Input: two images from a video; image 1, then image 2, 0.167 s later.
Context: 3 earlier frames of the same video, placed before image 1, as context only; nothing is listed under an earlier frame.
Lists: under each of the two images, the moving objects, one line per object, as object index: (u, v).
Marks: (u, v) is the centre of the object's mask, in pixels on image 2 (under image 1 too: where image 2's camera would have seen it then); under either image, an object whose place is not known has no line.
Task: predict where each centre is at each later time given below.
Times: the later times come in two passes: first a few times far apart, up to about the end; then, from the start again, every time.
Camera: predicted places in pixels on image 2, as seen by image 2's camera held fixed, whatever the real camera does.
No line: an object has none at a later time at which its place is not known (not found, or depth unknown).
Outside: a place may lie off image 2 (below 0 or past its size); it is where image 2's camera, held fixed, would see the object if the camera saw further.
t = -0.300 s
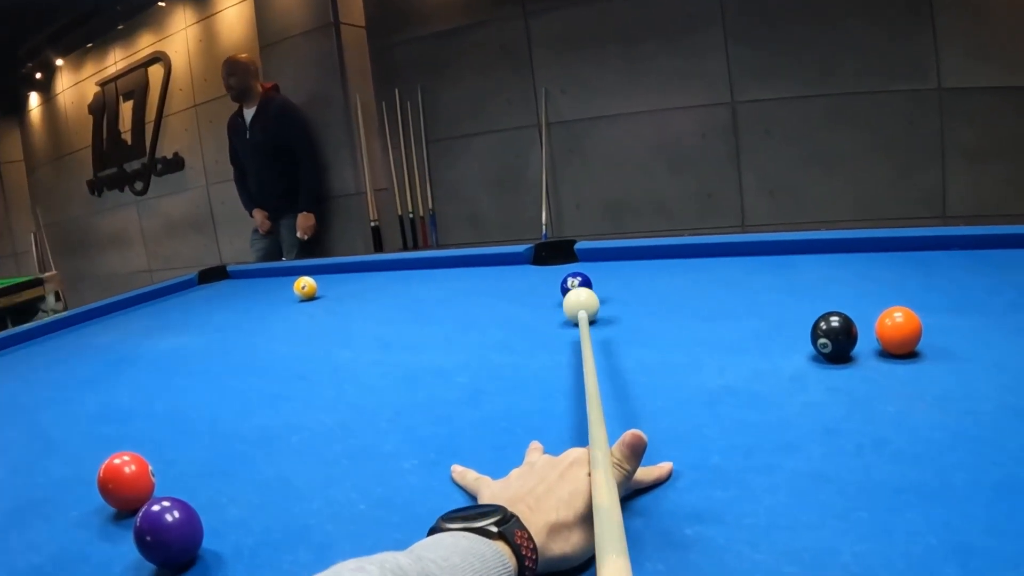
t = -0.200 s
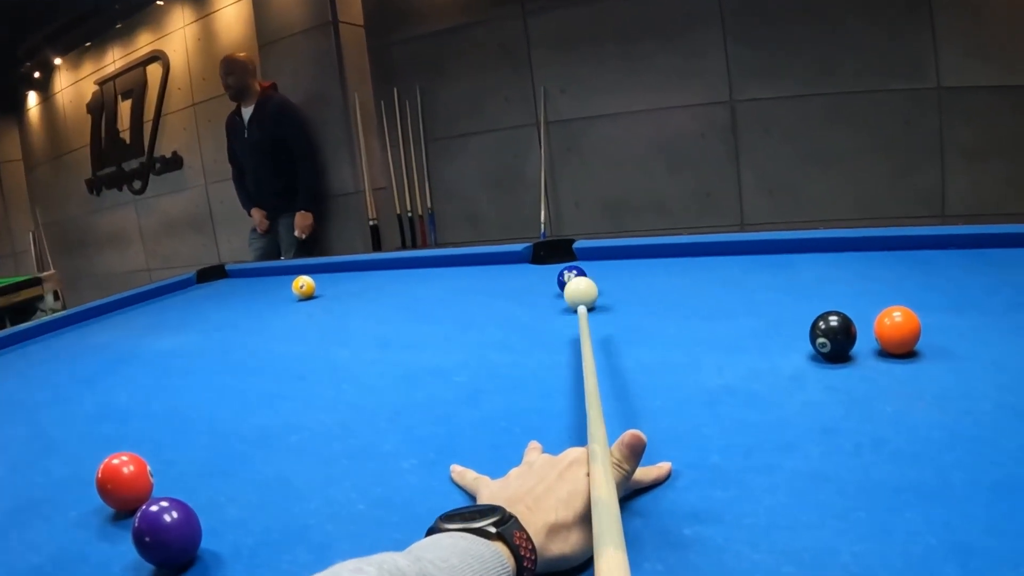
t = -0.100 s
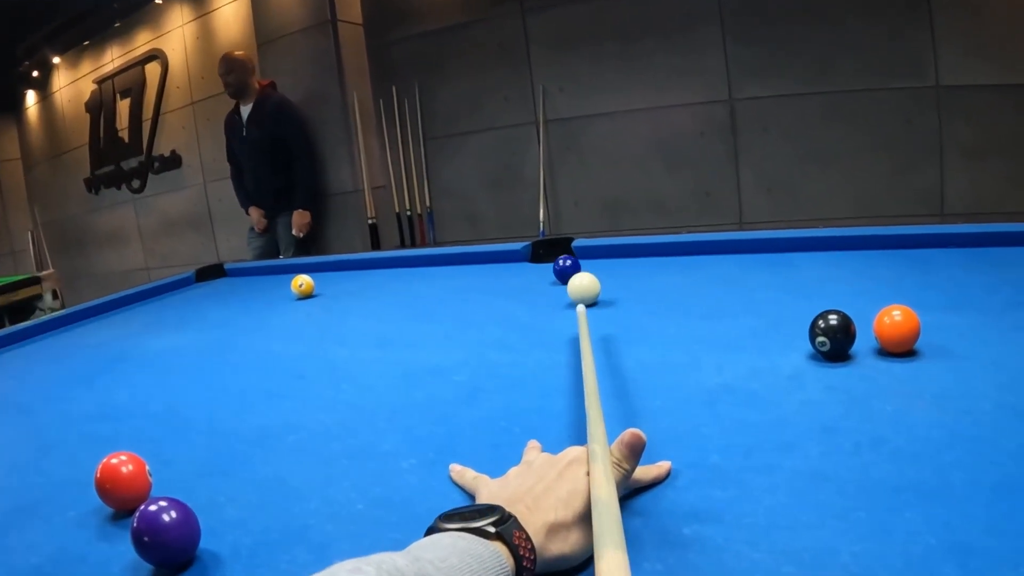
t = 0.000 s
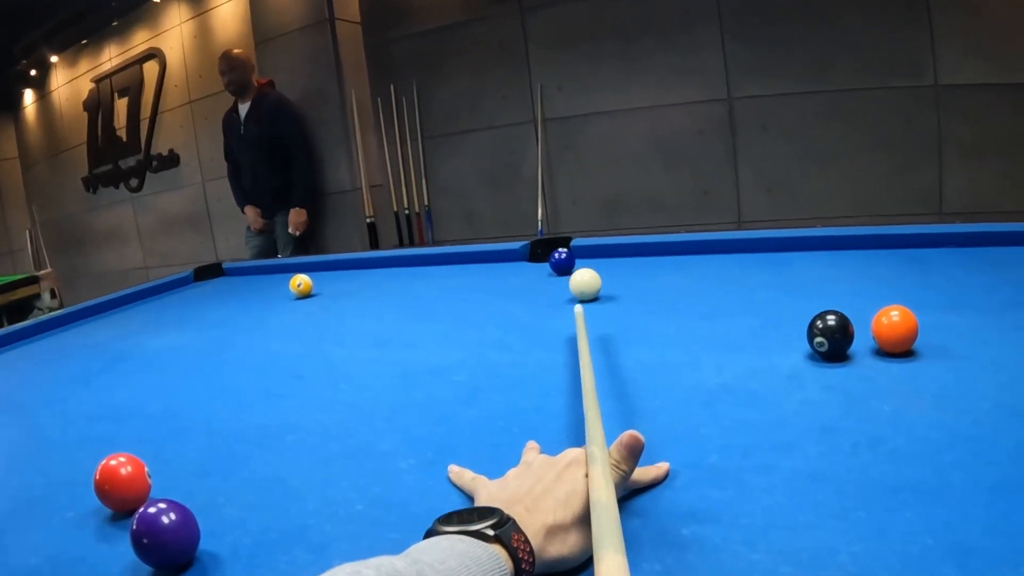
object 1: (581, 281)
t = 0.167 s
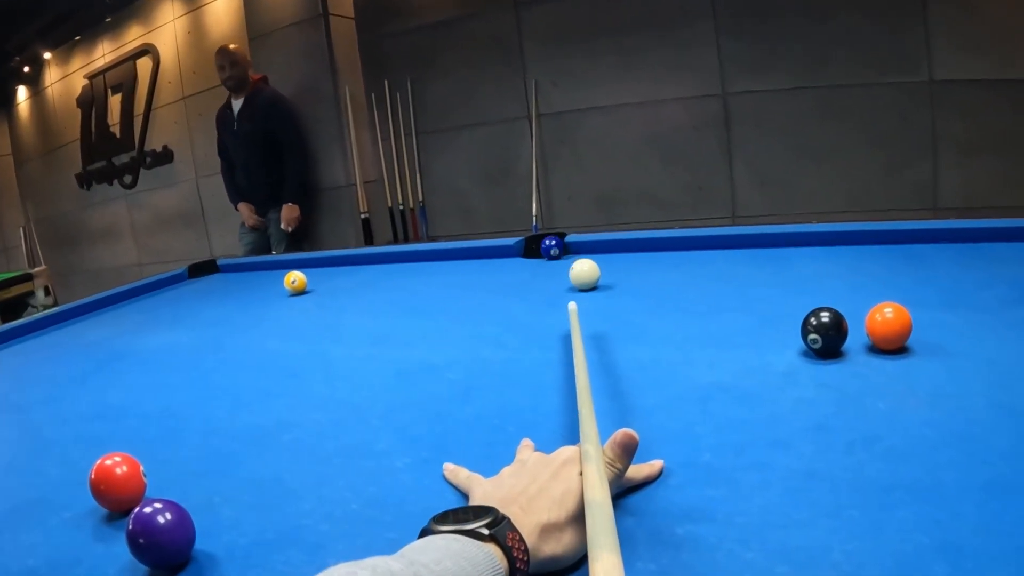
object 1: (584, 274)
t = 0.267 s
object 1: (586, 270)
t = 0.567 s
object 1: (590, 260)
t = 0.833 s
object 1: (593, 252)
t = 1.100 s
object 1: (596, 247)
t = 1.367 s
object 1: (594, 244)
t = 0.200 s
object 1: (585, 272)
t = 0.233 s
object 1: (586, 271)
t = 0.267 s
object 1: (586, 270)
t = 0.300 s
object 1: (587, 269)
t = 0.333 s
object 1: (587, 267)
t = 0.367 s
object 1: (588, 266)
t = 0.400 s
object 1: (588, 265)
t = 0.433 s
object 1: (588, 264)
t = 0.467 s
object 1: (589, 263)
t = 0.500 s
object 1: (589, 261)
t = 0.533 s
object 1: (590, 260)
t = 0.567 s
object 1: (590, 260)
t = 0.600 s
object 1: (590, 258)
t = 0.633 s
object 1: (591, 258)
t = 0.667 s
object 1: (591, 257)
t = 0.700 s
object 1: (592, 256)
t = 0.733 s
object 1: (592, 255)
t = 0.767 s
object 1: (592, 254)
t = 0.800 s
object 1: (593, 253)
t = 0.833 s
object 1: (593, 252)
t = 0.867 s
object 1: (594, 251)
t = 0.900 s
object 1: (594, 251)
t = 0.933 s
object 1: (595, 250)
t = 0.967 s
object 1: (595, 250)
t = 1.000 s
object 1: (595, 249)
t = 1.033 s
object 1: (596, 248)
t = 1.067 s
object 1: (596, 248)
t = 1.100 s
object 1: (596, 247)
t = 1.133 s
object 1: (596, 247)
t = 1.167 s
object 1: (596, 246)
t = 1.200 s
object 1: (596, 246)
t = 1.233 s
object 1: (596, 245)
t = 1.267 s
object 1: (596, 245)
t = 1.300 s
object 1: (595, 244)
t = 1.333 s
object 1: (595, 244)
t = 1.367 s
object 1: (594, 244)
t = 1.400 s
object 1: (593, 244)
